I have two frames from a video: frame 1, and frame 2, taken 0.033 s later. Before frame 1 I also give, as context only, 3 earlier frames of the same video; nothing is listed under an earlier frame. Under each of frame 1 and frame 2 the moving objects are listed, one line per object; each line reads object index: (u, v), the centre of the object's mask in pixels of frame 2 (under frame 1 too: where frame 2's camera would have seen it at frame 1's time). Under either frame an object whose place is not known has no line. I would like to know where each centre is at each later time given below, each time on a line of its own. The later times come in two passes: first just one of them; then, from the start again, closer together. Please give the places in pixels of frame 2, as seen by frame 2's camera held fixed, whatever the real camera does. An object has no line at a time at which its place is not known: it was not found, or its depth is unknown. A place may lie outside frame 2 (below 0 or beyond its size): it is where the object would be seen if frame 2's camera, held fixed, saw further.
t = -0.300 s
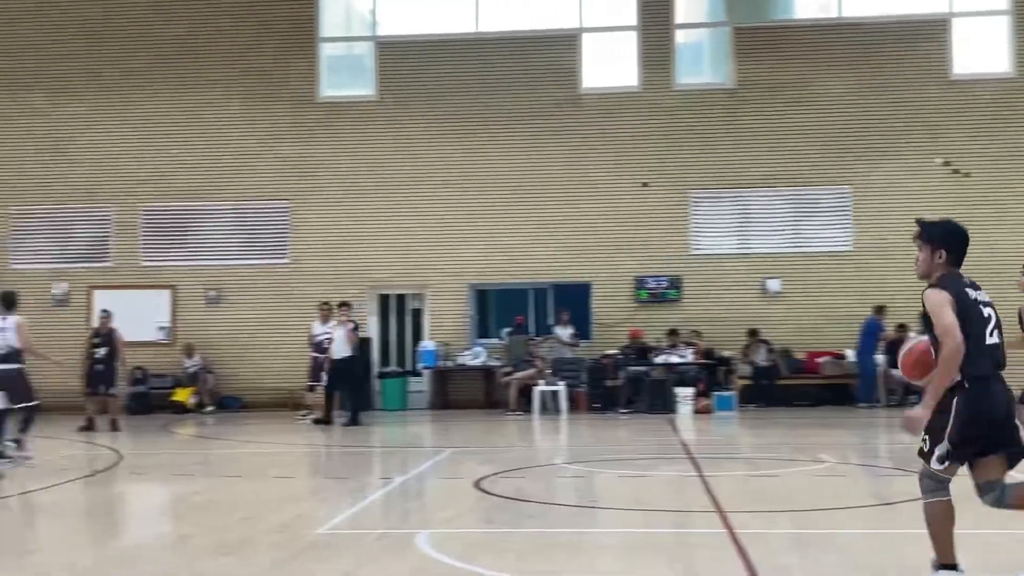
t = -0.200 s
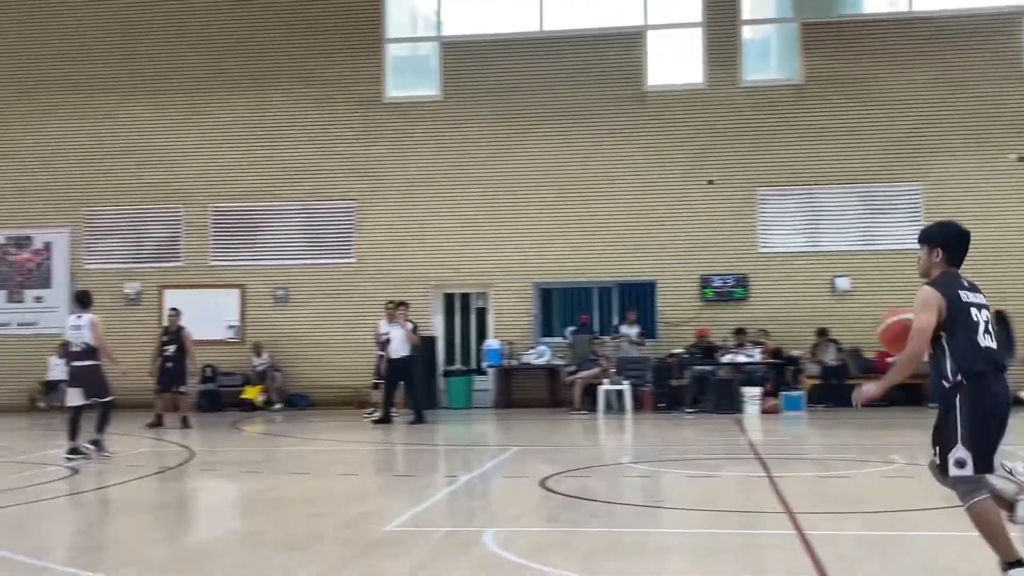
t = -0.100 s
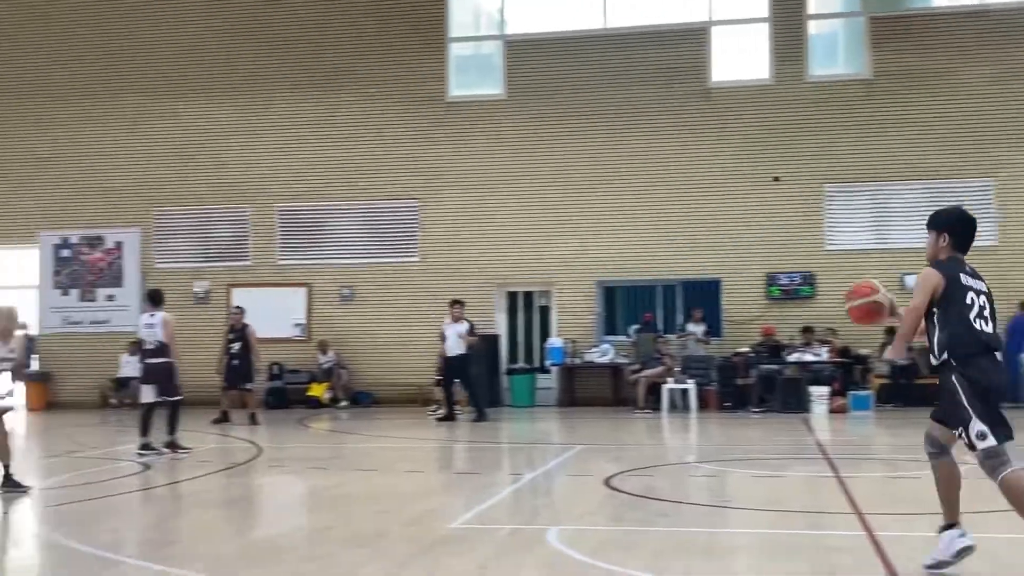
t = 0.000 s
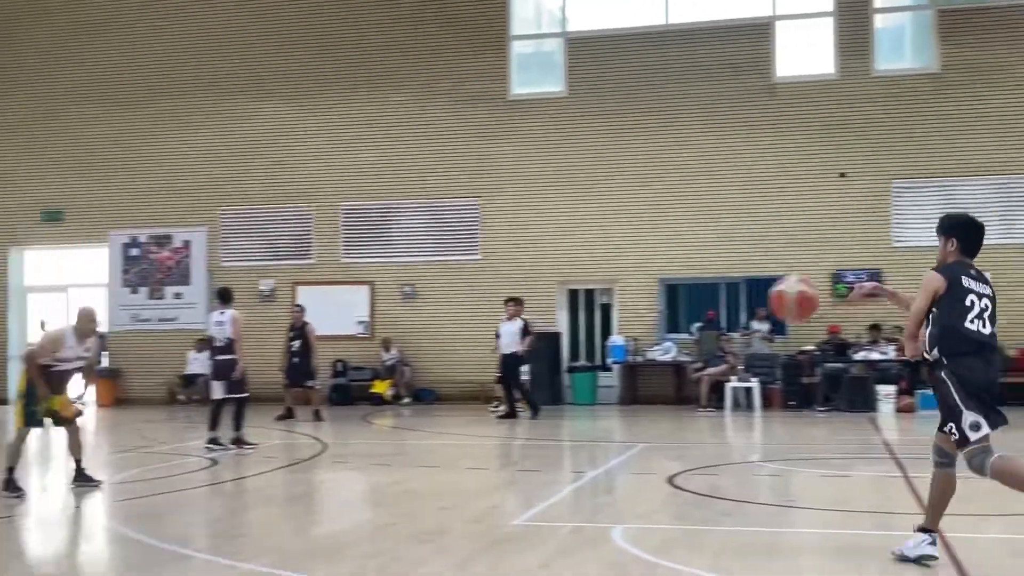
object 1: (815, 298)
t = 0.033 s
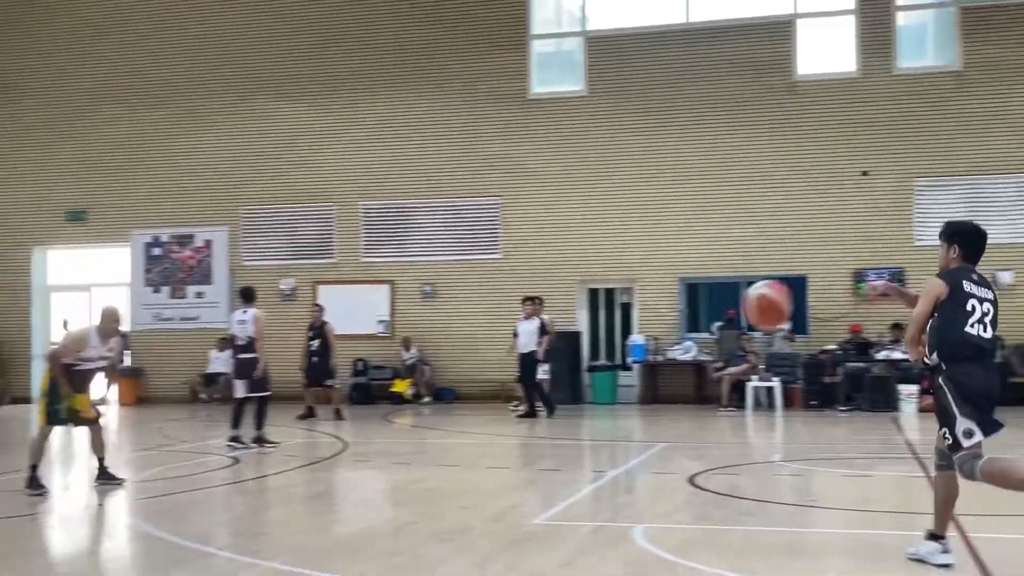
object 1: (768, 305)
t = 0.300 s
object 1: (371, 436)
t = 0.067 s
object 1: (718, 313)
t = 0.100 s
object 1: (670, 323)
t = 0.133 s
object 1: (619, 336)
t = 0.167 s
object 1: (572, 352)
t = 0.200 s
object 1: (524, 369)
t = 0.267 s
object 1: (423, 410)
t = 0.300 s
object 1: (371, 436)
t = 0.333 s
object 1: (317, 467)
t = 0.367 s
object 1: (265, 497)
